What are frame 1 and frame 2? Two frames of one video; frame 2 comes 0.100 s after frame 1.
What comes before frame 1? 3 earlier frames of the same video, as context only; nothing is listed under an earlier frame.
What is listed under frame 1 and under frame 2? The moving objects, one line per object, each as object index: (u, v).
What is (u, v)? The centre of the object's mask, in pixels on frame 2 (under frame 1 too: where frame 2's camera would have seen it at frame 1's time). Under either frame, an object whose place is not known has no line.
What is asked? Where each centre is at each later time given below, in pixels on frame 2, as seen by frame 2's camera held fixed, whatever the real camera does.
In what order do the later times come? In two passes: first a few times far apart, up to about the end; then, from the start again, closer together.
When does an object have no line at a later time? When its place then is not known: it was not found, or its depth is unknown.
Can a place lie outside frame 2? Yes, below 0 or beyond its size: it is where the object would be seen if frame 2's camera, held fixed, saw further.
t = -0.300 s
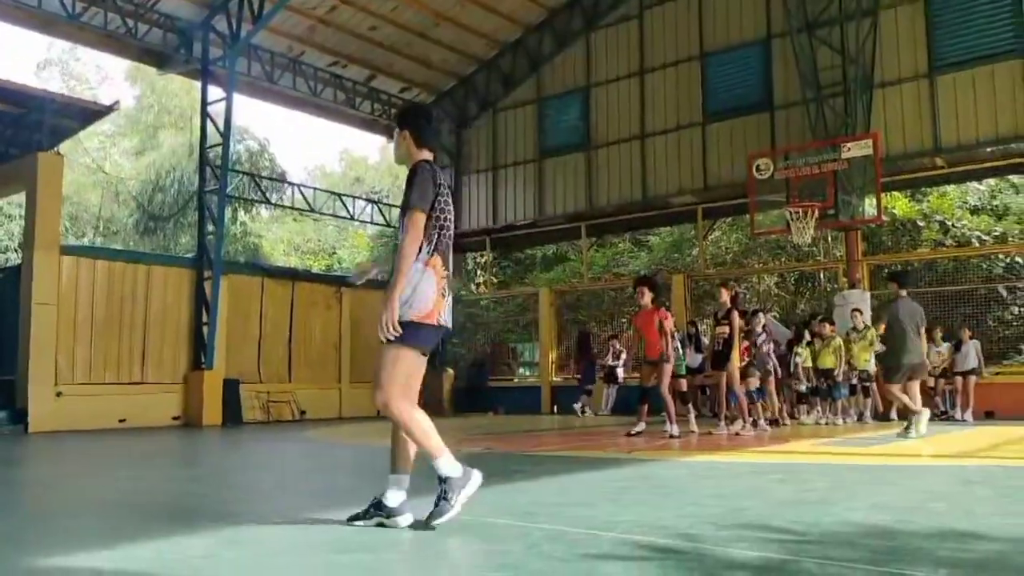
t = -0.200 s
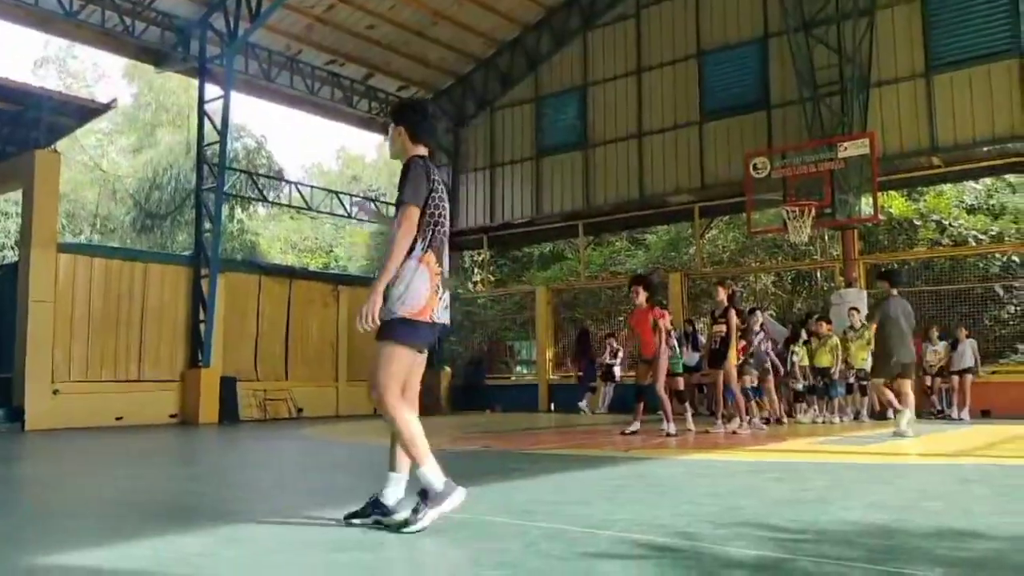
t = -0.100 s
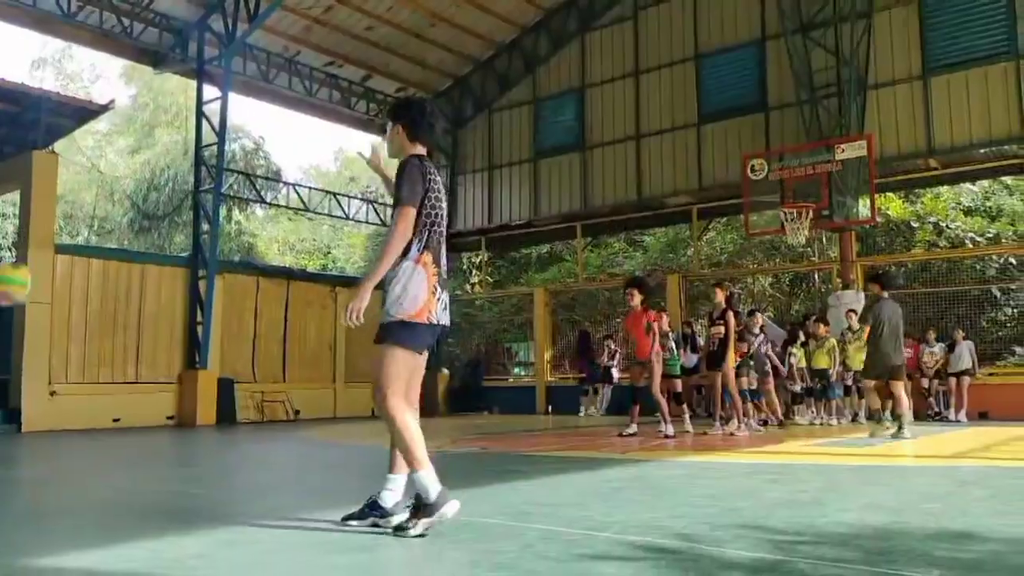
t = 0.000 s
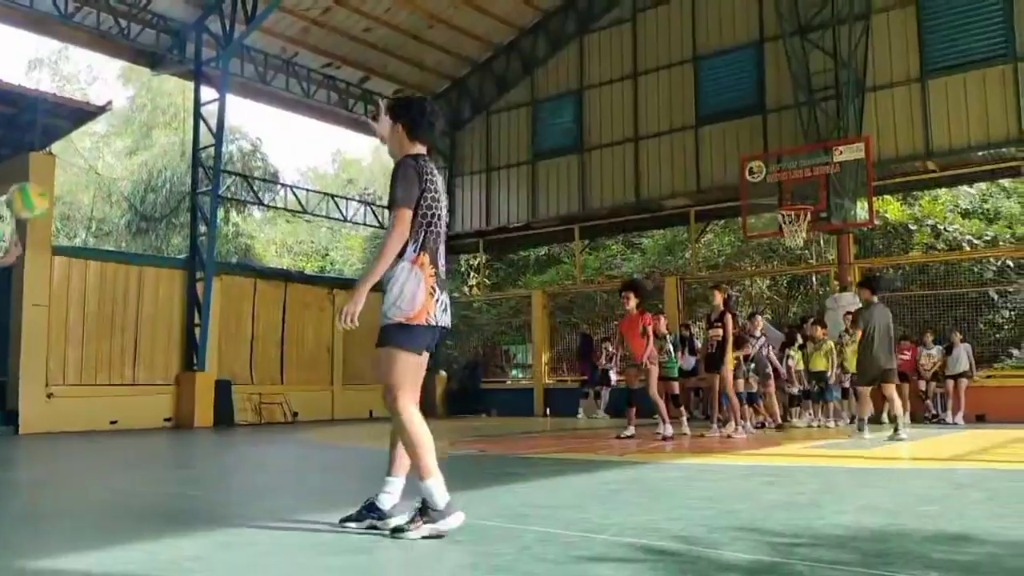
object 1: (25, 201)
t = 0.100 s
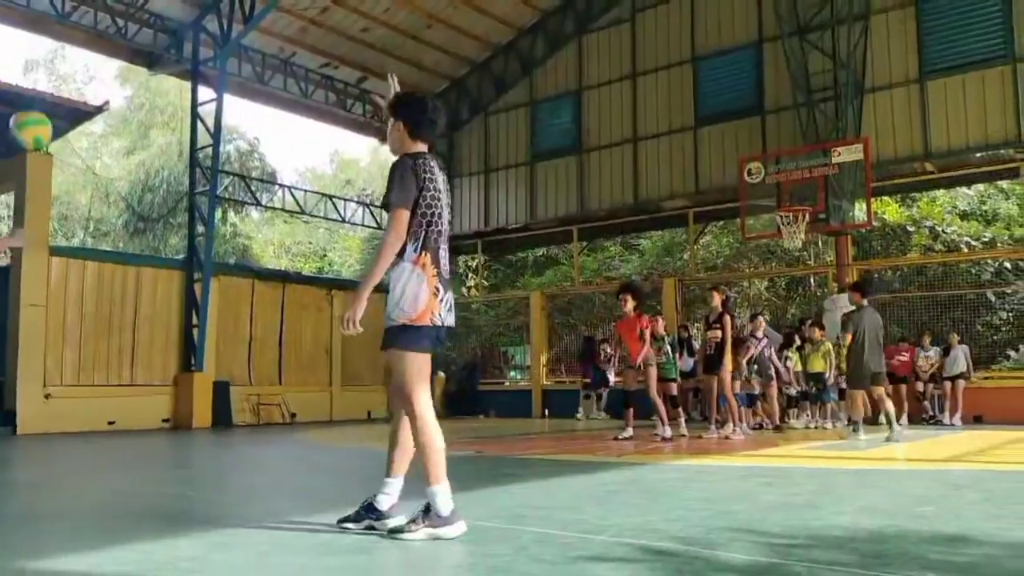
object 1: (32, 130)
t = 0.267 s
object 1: (38, 48)
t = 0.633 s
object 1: (50, 36)
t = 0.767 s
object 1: (46, 85)
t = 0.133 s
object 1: (32, 109)
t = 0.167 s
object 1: (33, 92)
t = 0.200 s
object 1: (35, 74)
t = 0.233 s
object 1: (36, 61)
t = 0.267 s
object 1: (38, 48)
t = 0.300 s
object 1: (40, 38)
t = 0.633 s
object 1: (50, 36)
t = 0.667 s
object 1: (48, 46)
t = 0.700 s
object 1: (48, 57)
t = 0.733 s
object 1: (47, 70)
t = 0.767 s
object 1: (46, 85)
